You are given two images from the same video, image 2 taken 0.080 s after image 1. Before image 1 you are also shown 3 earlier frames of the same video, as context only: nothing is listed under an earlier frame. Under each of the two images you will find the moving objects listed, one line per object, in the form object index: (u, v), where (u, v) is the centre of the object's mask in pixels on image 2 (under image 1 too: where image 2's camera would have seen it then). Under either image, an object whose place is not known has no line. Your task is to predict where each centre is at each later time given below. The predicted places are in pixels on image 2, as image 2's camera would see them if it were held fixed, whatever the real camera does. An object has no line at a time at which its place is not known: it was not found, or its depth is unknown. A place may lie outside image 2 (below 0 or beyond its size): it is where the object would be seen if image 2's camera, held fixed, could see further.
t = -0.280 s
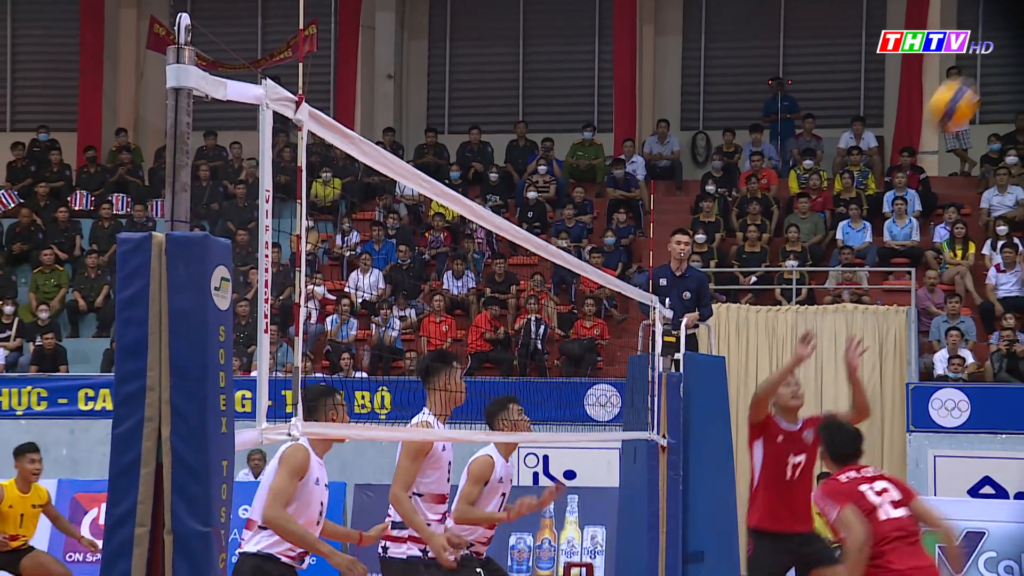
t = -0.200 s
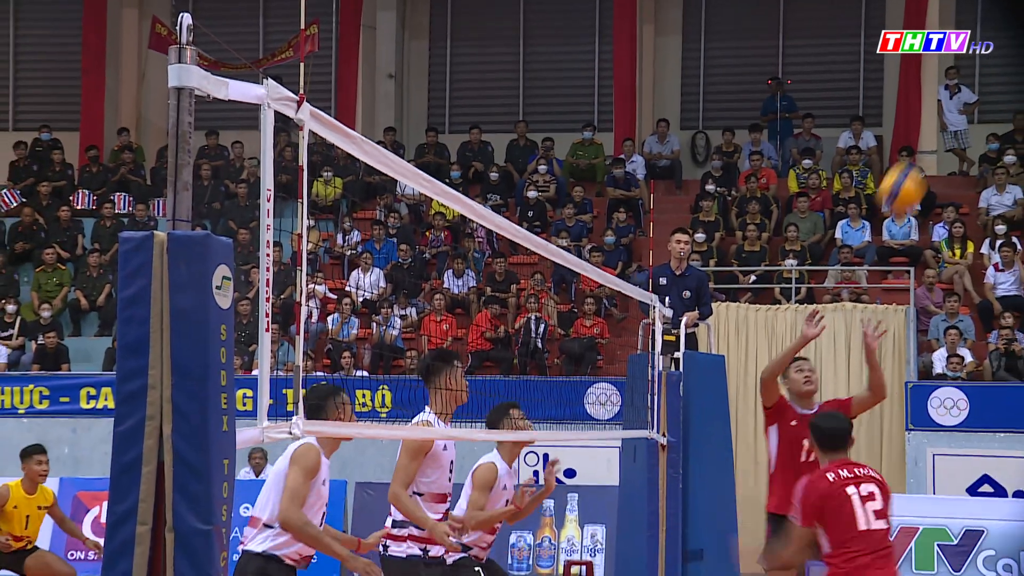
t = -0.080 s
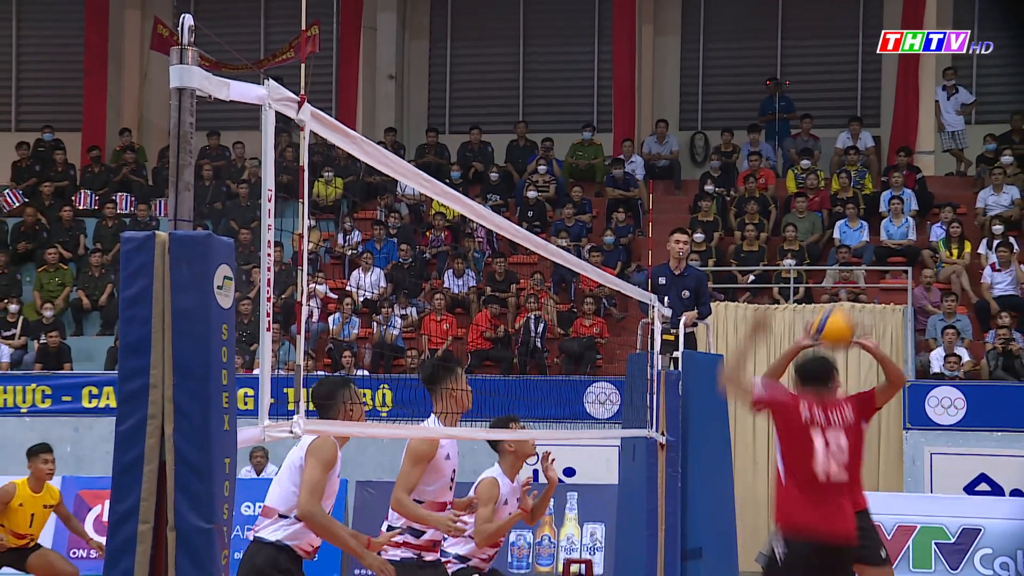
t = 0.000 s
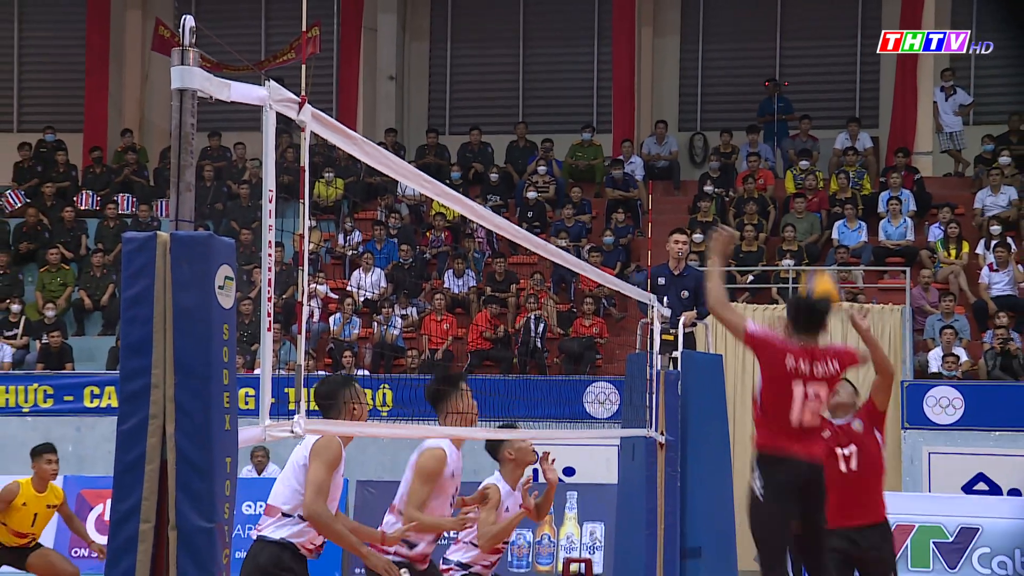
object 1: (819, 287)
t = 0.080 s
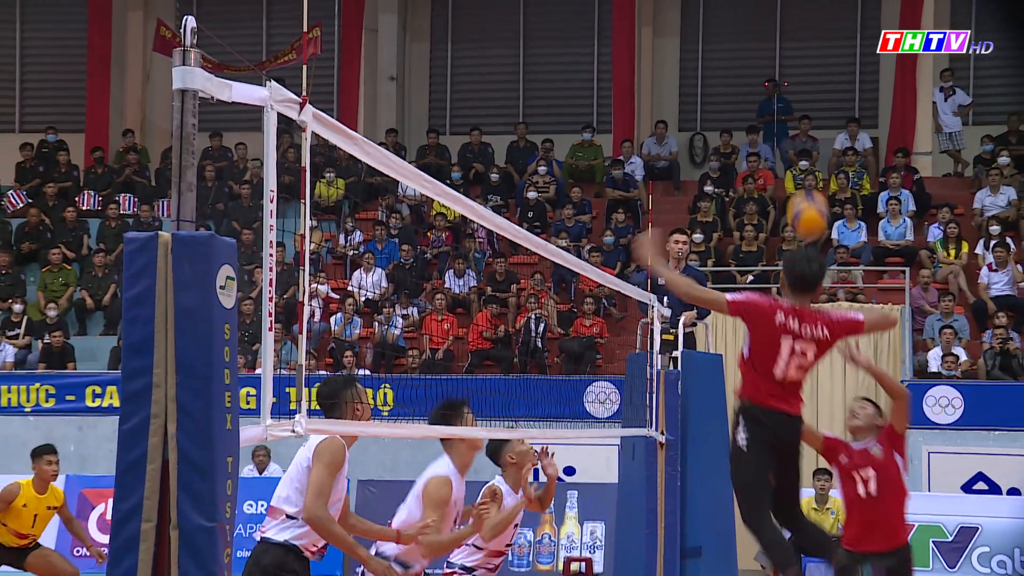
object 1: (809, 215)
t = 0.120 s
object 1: (802, 178)
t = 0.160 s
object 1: (797, 143)
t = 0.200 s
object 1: (792, 116)
